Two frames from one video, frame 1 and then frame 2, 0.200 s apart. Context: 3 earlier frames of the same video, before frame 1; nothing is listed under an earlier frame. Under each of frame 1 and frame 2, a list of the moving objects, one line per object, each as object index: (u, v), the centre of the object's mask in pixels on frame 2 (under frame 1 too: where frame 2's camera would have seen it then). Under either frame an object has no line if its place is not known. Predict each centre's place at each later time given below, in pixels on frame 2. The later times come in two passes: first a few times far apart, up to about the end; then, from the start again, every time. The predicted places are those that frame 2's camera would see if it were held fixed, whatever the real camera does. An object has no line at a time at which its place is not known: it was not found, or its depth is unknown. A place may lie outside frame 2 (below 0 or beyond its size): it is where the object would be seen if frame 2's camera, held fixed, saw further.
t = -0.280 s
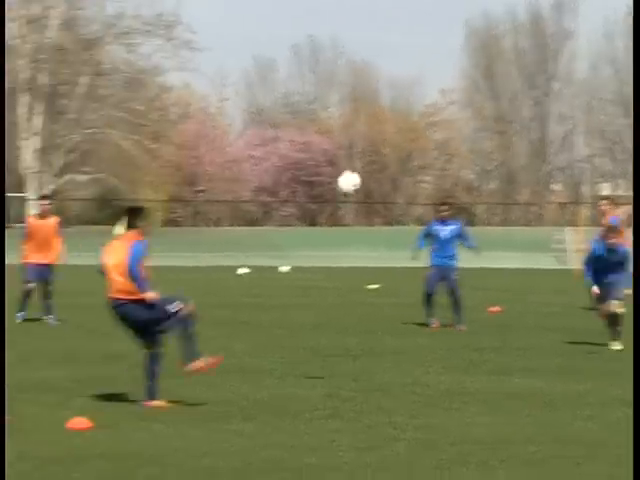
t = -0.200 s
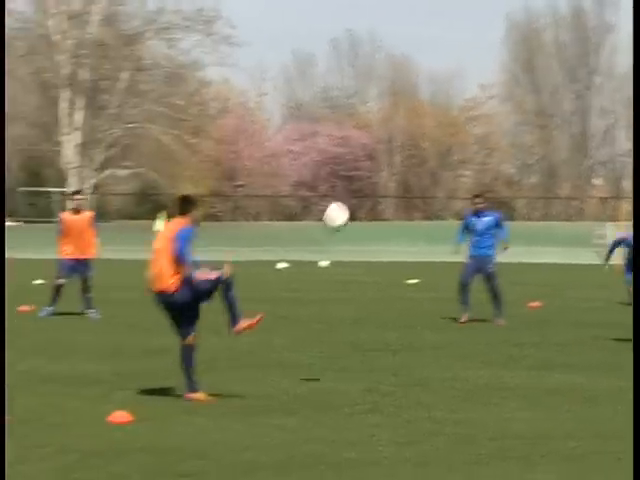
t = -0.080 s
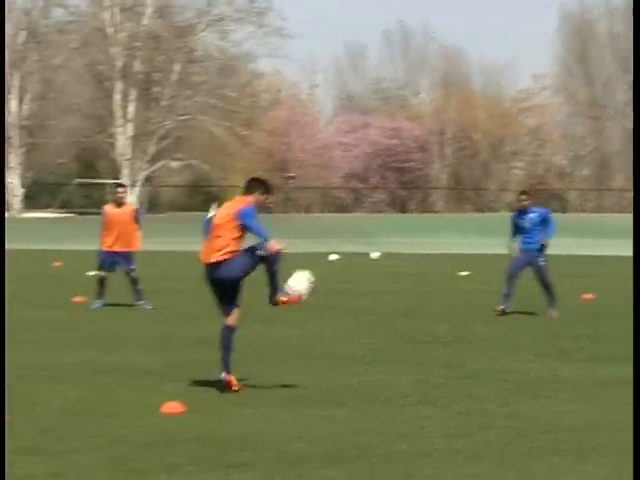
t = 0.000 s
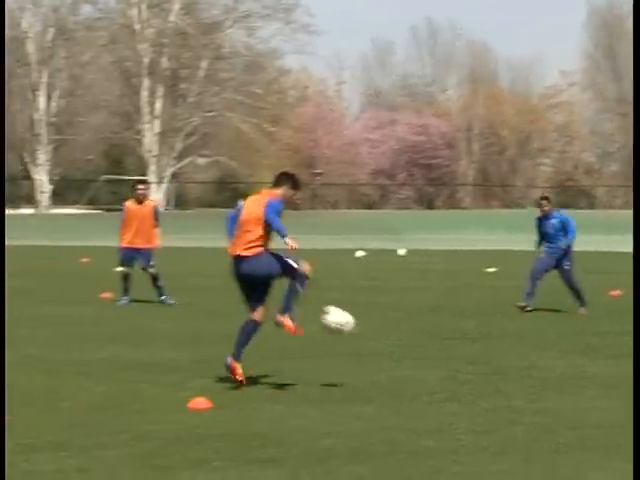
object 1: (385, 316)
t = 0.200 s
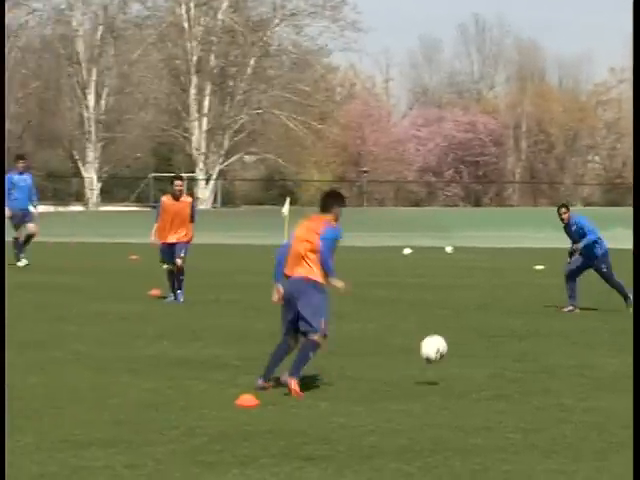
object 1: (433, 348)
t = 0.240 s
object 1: (437, 338)
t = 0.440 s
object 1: (459, 317)
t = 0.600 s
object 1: (477, 334)
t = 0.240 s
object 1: (437, 338)
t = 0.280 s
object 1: (442, 331)
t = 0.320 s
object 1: (447, 324)
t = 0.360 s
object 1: (451, 320)
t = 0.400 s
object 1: (454, 318)
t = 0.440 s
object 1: (459, 317)
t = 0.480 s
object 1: (464, 319)
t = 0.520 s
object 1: (468, 322)
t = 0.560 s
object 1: (473, 328)
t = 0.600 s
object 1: (477, 334)
